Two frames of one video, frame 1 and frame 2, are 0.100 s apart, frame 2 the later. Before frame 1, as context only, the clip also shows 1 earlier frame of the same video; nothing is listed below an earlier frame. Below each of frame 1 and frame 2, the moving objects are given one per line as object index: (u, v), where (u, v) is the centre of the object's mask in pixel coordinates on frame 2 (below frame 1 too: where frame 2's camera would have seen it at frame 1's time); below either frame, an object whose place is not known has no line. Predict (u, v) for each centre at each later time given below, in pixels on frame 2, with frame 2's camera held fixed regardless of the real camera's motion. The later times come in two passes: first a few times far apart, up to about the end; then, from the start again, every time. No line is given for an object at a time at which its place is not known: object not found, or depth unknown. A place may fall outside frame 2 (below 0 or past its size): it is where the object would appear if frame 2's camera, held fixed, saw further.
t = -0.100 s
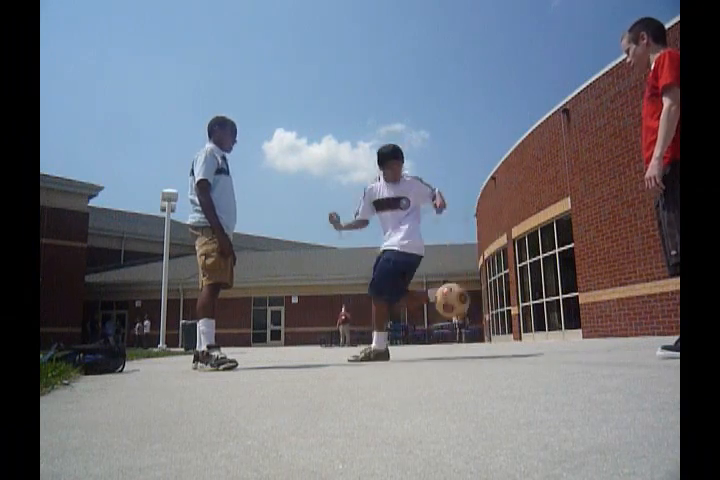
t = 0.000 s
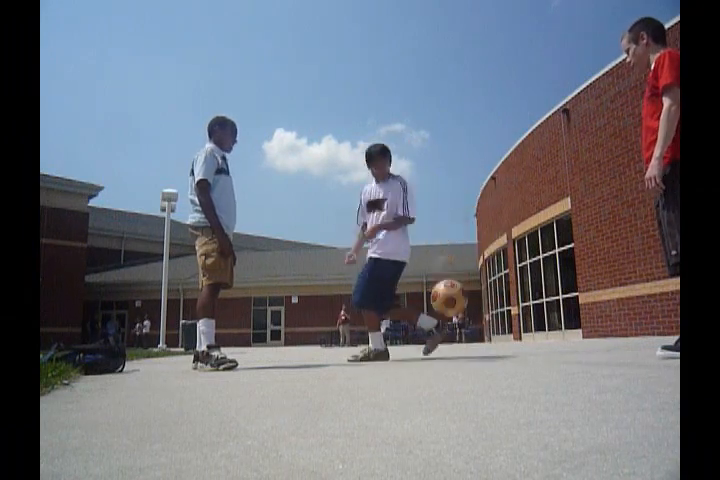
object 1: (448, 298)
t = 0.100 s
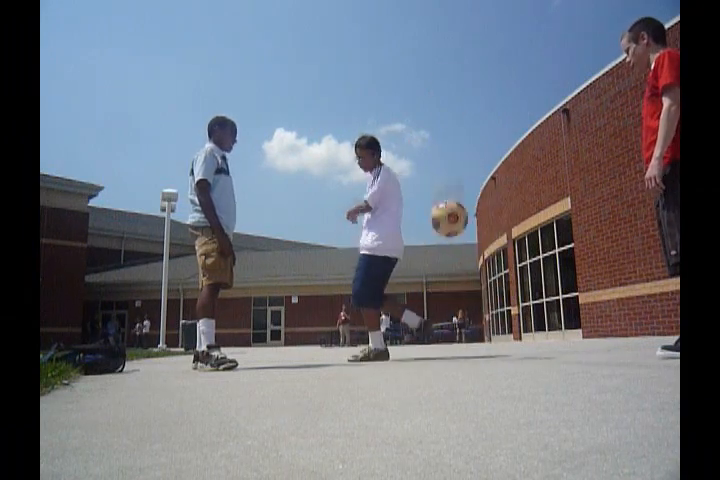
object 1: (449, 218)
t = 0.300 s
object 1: (450, 96)
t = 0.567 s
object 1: (458, 19)
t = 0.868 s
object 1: (483, 82)
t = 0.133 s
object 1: (449, 194)
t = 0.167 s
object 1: (449, 172)
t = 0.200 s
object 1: (449, 151)
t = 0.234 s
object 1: (449, 131)
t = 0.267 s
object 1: (450, 113)
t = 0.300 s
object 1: (450, 96)
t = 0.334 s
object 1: (451, 81)
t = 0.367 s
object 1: (451, 68)
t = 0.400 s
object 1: (452, 55)
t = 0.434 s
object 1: (453, 45)
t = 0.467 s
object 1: (454, 36)
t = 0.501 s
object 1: (455, 28)
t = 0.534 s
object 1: (456, 22)
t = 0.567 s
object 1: (458, 19)
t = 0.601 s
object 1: (460, 18)
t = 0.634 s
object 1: (461, 18)
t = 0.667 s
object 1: (464, 19)
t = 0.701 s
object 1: (466, 22)
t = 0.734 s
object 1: (469, 29)
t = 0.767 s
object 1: (472, 37)
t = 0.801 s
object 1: (475, 49)
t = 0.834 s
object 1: (479, 64)
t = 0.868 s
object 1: (483, 82)
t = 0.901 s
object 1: (488, 105)
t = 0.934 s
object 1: (492, 133)
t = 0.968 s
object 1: (498, 167)
